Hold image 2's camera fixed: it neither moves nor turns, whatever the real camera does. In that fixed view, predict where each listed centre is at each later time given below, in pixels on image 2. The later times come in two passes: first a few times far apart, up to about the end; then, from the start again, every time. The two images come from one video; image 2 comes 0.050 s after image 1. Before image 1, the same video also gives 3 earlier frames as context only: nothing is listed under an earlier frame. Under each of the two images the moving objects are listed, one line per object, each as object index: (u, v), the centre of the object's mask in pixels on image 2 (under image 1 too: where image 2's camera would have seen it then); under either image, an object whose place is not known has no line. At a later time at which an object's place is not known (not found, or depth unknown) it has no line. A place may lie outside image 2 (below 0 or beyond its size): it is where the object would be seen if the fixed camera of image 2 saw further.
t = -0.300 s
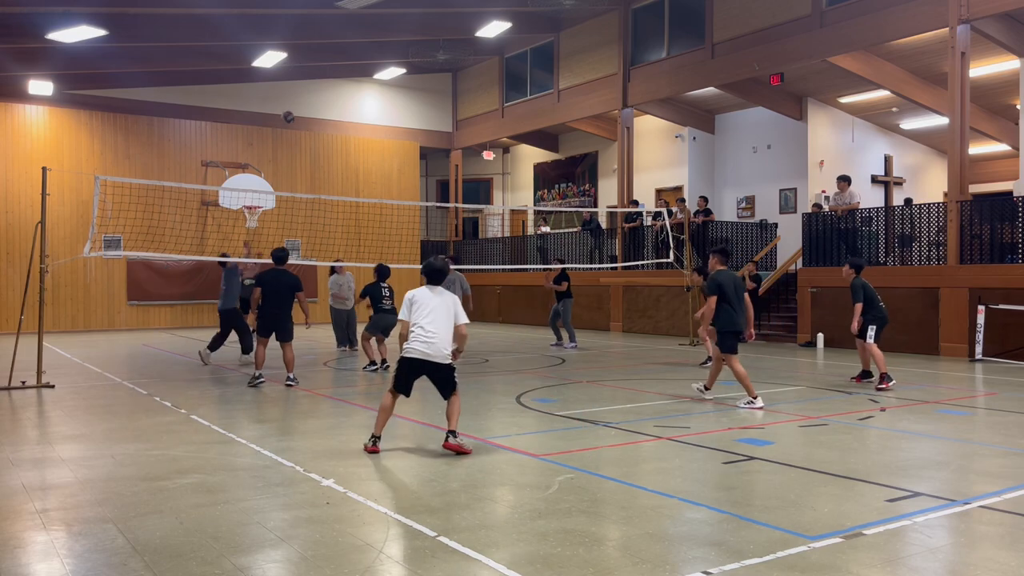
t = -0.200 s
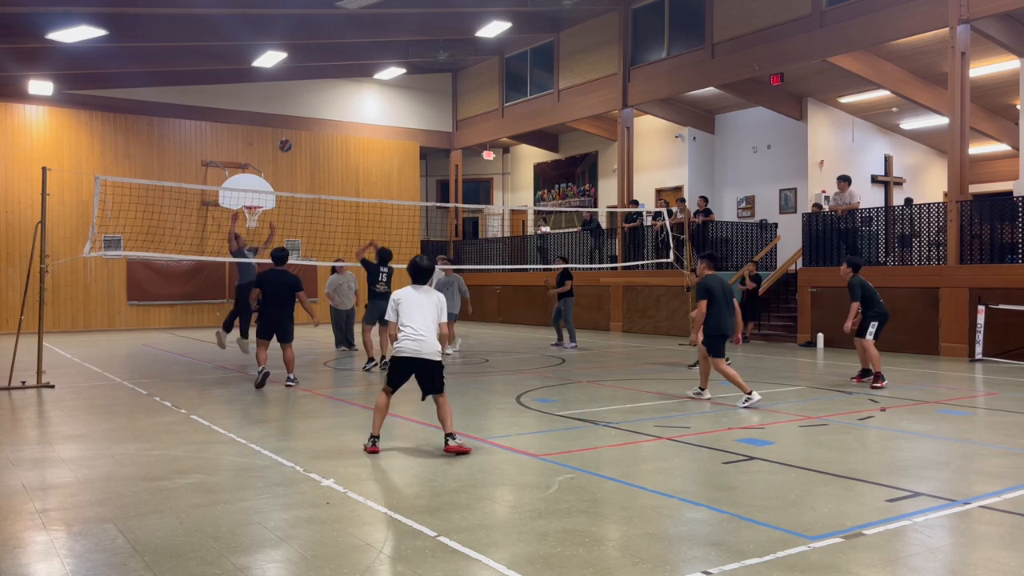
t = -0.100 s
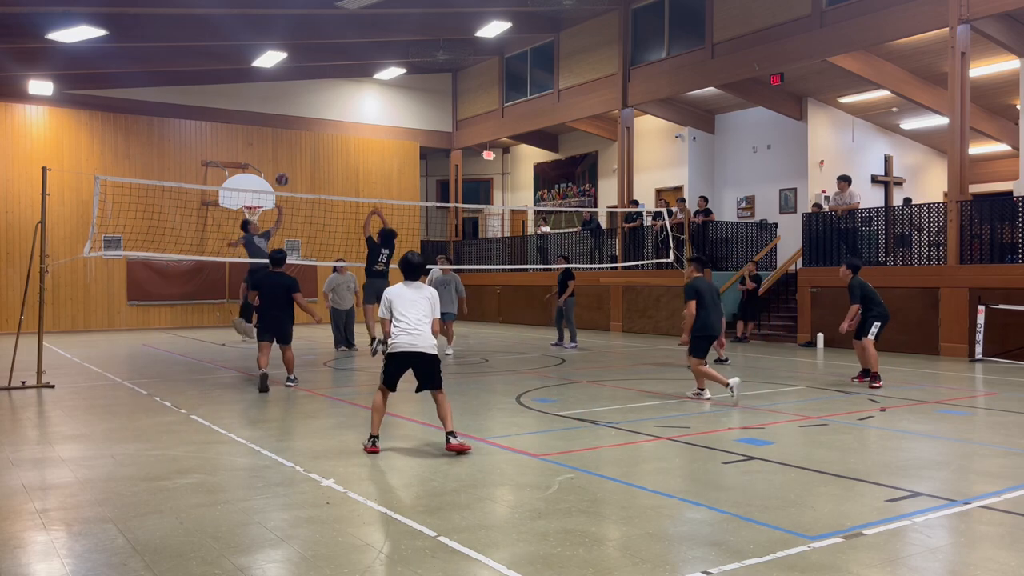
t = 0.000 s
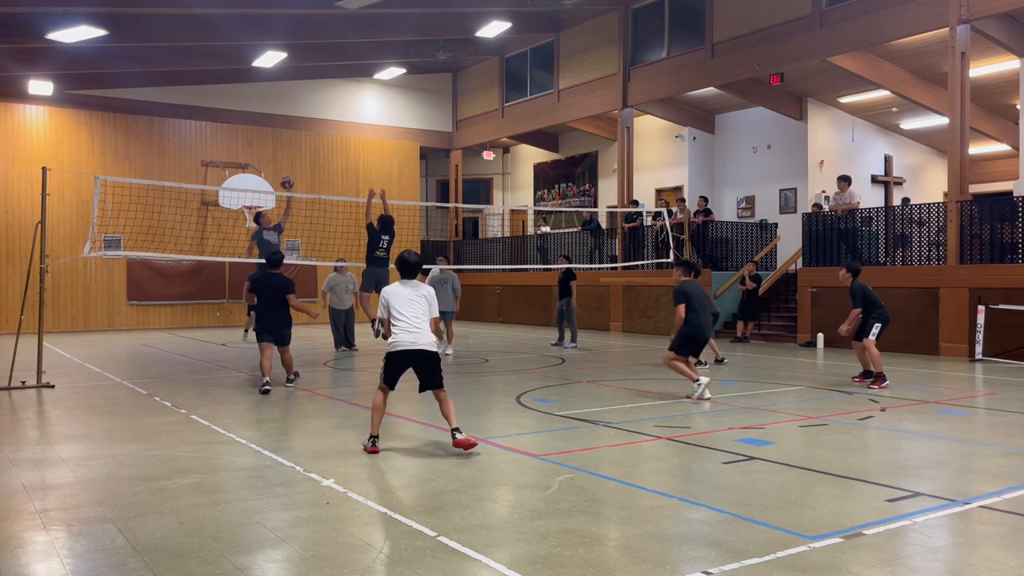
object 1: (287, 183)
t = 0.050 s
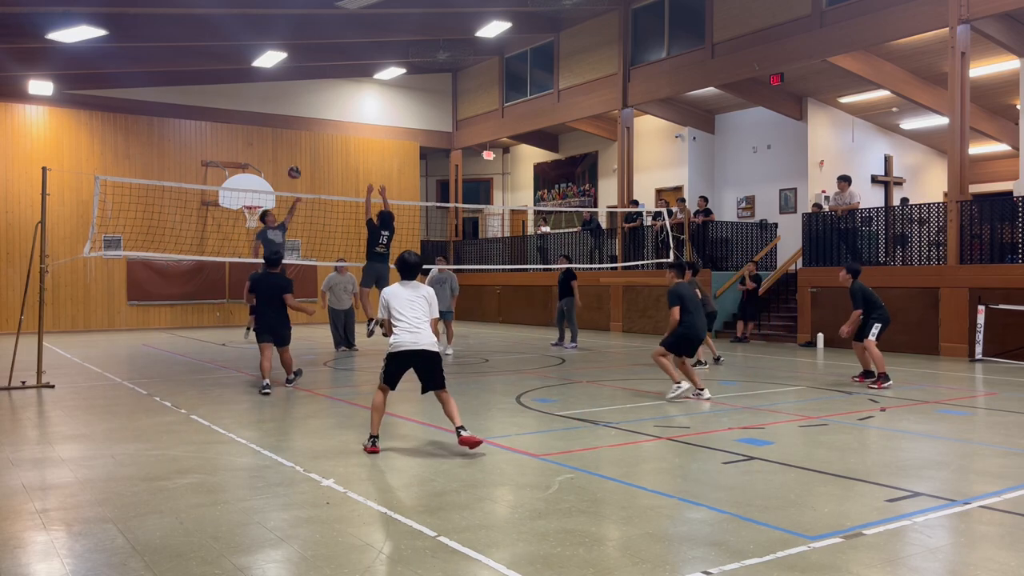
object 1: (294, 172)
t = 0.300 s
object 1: (334, 142)
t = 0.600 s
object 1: (386, 161)
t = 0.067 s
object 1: (296, 169)
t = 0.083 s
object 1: (299, 166)
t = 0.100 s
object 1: (302, 163)
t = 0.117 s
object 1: (304, 160)
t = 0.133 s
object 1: (307, 158)
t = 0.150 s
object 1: (309, 155)
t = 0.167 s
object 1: (312, 153)
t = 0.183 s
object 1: (315, 151)
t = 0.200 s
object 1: (317, 149)
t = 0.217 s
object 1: (321, 147)
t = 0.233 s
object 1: (323, 146)
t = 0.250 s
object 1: (325, 145)
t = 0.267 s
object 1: (328, 144)
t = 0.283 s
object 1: (331, 143)
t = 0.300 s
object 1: (334, 142)
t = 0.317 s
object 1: (336, 141)
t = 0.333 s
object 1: (339, 141)
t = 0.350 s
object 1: (342, 140)
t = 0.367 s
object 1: (345, 140)
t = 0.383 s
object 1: (348, 141)
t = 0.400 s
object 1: (351, 141)
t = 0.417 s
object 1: (354, 142)
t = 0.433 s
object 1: (356, 142)
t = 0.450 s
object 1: (359, 143)
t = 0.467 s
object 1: (362, 144)
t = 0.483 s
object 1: (365, 146)
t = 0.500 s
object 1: (368, 147)
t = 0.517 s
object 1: (371, 149)
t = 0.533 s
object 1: (374, 151)
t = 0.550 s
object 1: (377, 153)
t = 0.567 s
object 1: (380, 155)
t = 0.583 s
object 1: (382, 158)
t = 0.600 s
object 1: (386, 161)
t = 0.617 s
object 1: (389, 164)
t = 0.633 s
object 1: (392, 167)
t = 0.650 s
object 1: (395, 170)
